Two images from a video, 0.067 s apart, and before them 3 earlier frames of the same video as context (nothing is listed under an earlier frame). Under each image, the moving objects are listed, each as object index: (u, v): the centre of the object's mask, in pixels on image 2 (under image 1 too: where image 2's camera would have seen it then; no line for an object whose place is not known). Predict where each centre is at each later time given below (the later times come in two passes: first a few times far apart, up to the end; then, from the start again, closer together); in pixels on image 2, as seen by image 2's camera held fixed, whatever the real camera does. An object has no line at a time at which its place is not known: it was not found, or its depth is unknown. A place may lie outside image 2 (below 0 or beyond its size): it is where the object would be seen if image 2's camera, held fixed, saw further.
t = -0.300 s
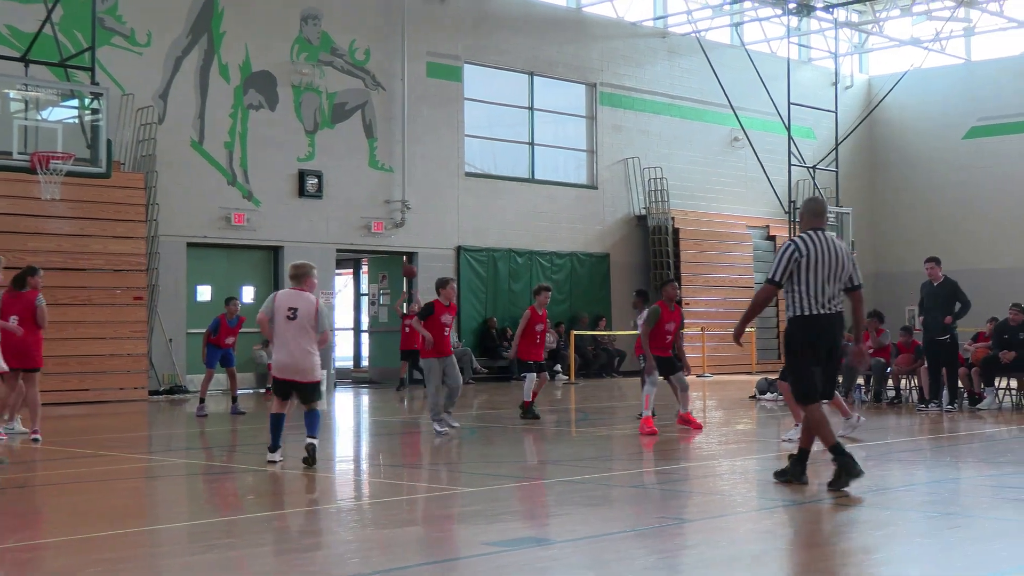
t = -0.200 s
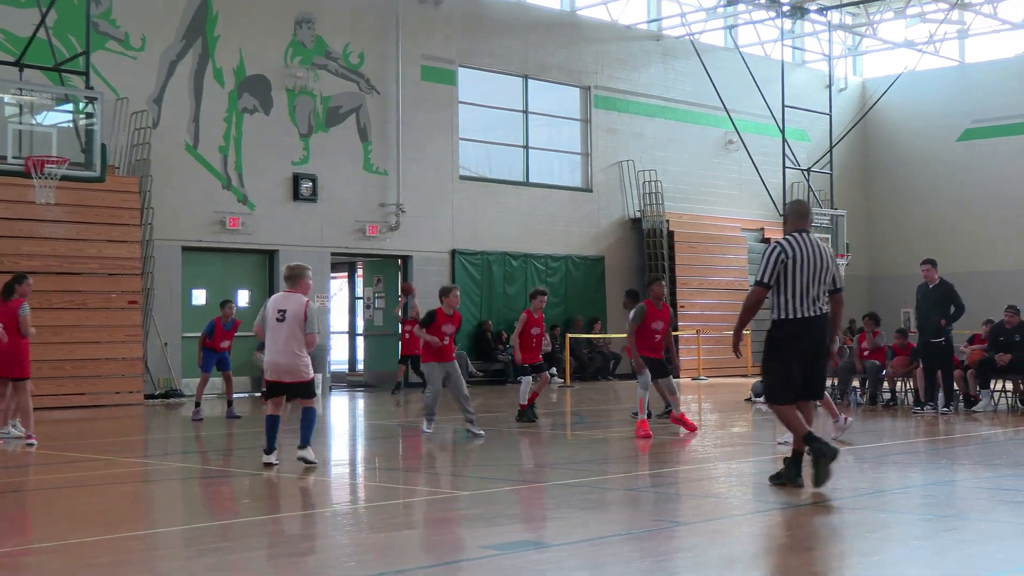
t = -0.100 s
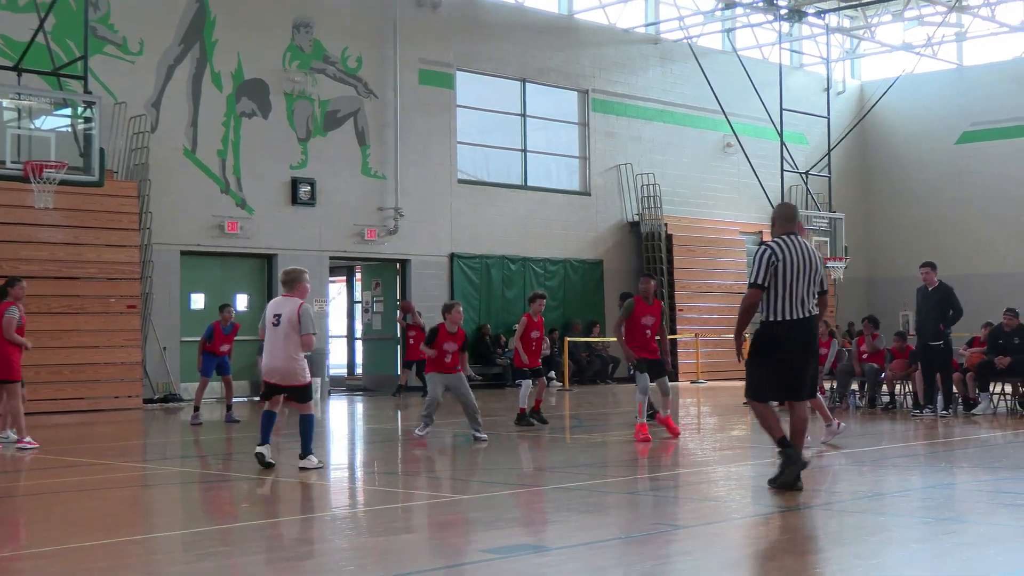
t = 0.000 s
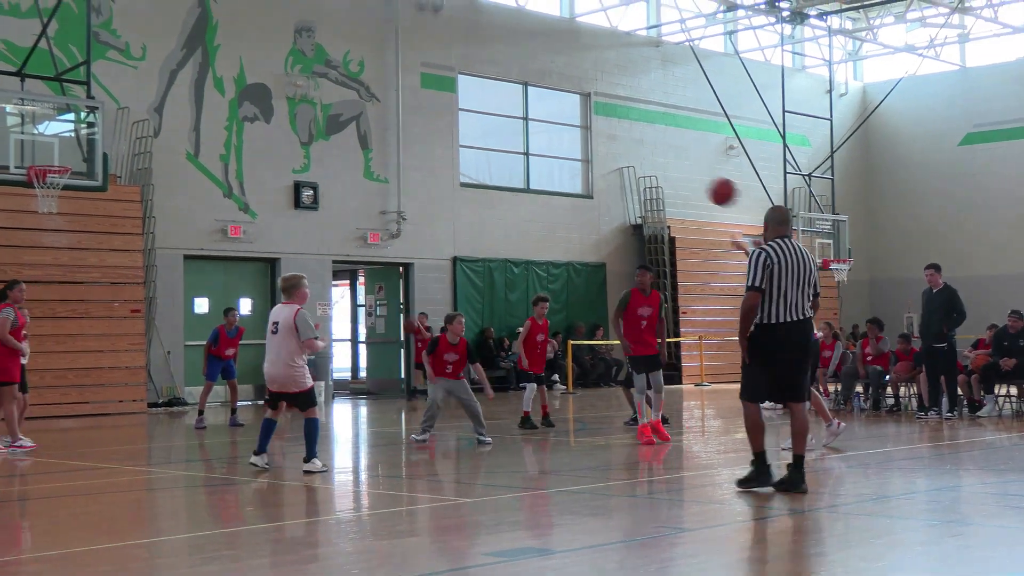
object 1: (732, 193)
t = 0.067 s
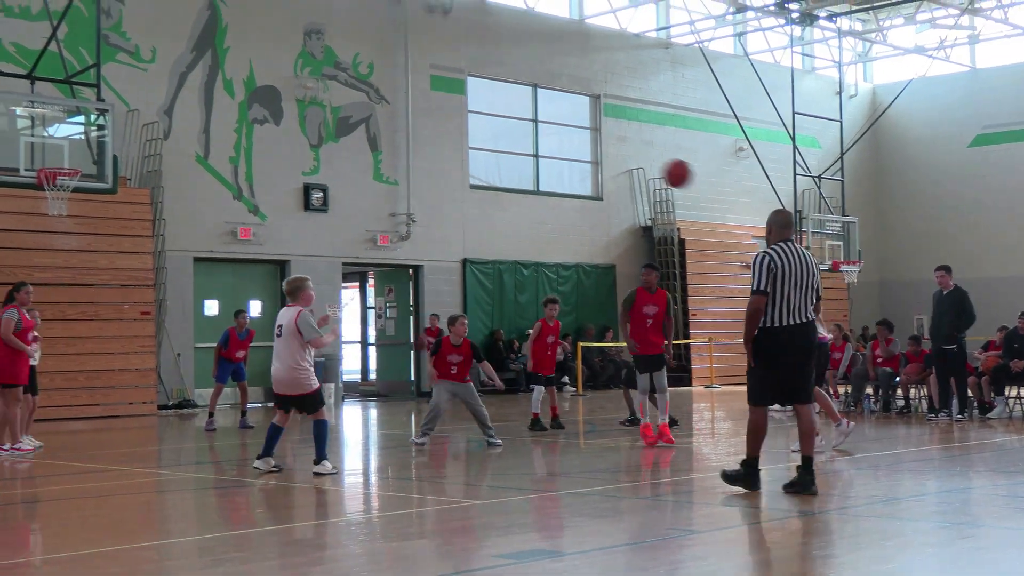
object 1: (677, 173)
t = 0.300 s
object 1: (472, 147)
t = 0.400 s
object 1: (380, 162)
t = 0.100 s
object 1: (648, 165)
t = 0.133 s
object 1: (621, 159)
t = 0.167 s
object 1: (593, 154)
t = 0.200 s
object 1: (563, 150)
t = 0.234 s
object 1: (533, 147)
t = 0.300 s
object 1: (472, 147)
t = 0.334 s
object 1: (442, 153)
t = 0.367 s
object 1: (411, 156)
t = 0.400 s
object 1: (380, 162)
